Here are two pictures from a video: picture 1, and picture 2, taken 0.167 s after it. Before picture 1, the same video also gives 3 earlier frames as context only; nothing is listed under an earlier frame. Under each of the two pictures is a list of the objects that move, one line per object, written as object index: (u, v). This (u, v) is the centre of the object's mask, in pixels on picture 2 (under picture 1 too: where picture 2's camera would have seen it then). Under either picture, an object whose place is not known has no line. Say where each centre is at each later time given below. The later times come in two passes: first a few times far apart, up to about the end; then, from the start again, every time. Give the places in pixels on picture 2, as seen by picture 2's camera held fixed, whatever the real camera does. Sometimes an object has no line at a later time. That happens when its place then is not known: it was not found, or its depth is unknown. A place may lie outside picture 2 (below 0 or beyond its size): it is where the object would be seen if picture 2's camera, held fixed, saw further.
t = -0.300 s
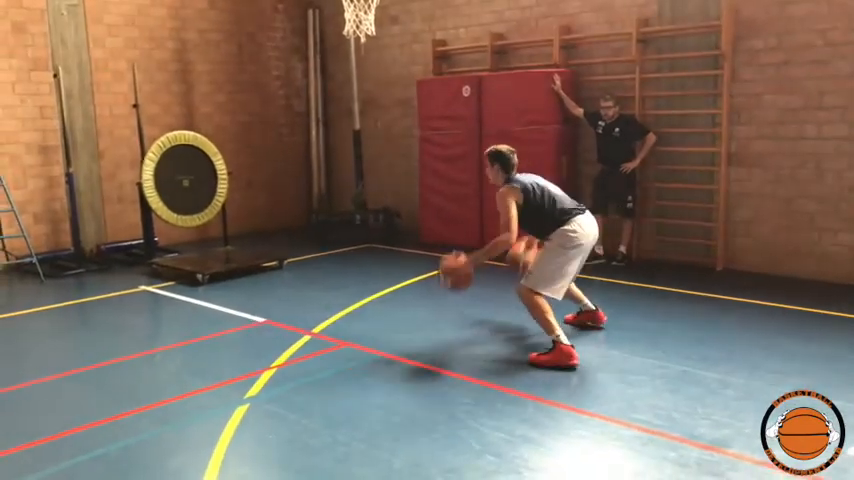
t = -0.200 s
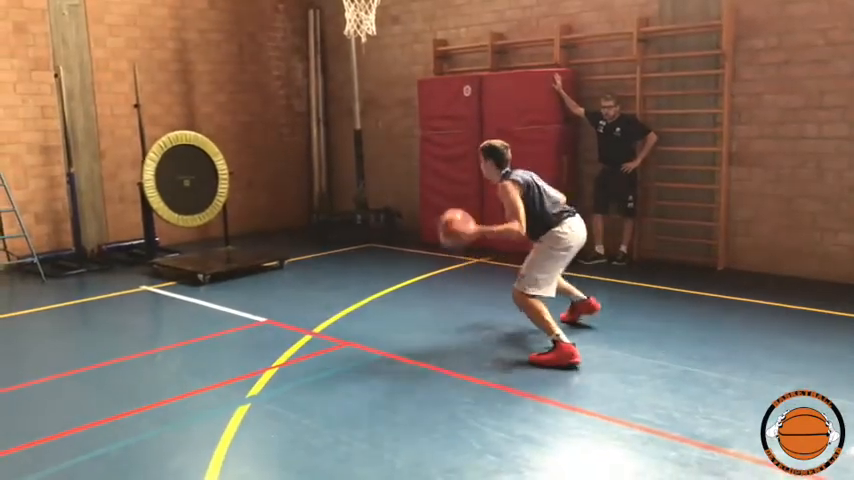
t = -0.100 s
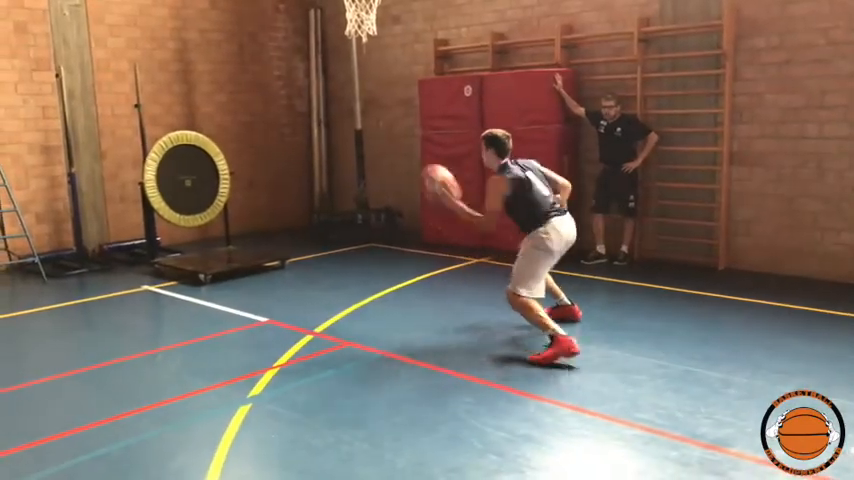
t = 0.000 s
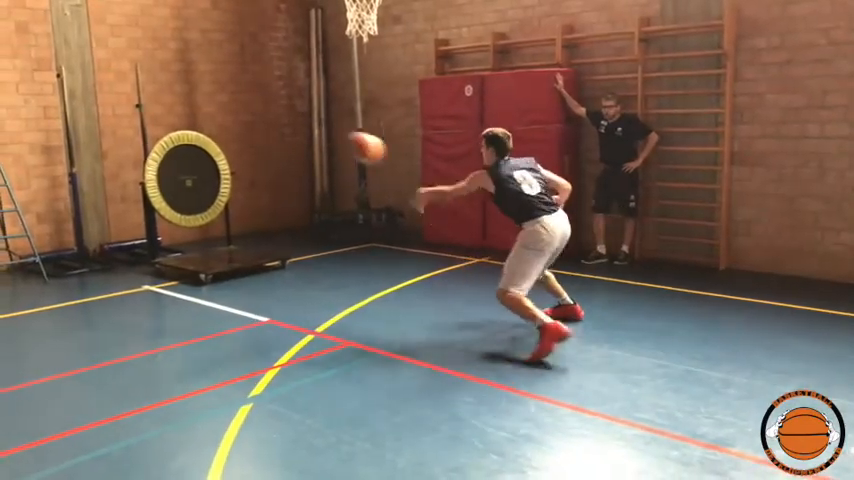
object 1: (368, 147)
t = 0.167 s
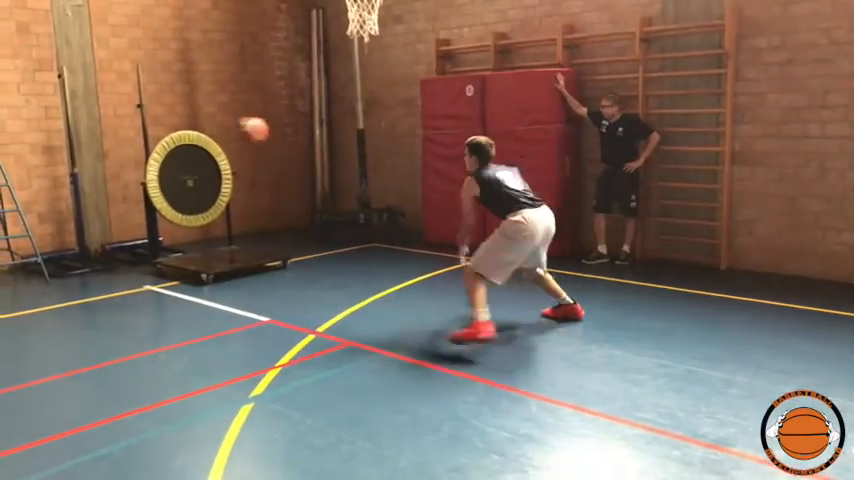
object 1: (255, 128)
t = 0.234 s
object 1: (217, 131)
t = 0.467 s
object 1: (214, 196)
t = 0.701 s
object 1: (263, 195)
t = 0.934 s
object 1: (307, 144)
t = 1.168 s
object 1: (356, 147)
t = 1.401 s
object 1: (411, 205)
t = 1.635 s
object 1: (468, 243)
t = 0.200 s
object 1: (237, 128)
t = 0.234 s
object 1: (217, 131)
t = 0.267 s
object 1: (202, 133)
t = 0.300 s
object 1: (185, 136)
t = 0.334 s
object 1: (184, 146)
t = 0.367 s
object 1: (191, 156)
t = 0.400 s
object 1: (199, 168)
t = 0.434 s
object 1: (208, 182)
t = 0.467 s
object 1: (214, 196)
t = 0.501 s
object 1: (224, 213)
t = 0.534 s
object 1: (234, 229)
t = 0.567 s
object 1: (240, 243)
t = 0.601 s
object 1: (245, 230)
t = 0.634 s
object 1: (252, 216)
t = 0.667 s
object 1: (257, 205)
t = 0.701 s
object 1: (263, 195)
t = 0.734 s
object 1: (268, 185)
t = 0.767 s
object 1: (273, 175)
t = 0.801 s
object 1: (280, 168)
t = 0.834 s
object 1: (287, 159)
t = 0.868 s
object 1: (294, 152)
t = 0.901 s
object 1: (300, 148)
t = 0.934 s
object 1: (307, 144)
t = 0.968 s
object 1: (314, 140)
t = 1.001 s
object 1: (321, 138)
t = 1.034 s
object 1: (327, 137)
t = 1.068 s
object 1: (334, 139)
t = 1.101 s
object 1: (340, 139)
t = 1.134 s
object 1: (348, 142)
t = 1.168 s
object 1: (356, 147)
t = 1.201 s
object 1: (363, 151)
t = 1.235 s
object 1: (373, 155)
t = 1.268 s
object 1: (381, 162)
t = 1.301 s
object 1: (388, 171)
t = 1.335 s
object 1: (395, 181)
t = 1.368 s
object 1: (403, 193)
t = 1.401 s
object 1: (411, 205)
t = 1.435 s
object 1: (419, 218)
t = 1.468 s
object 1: (427, 232)
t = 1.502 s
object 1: (435, 246)
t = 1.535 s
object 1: (443, 266)
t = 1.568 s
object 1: (451, 271)
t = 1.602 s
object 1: (461, 254)
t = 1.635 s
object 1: (468, 243)
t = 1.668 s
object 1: (476, 234)
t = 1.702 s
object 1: (484, 224)
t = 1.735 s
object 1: (493, 214)
